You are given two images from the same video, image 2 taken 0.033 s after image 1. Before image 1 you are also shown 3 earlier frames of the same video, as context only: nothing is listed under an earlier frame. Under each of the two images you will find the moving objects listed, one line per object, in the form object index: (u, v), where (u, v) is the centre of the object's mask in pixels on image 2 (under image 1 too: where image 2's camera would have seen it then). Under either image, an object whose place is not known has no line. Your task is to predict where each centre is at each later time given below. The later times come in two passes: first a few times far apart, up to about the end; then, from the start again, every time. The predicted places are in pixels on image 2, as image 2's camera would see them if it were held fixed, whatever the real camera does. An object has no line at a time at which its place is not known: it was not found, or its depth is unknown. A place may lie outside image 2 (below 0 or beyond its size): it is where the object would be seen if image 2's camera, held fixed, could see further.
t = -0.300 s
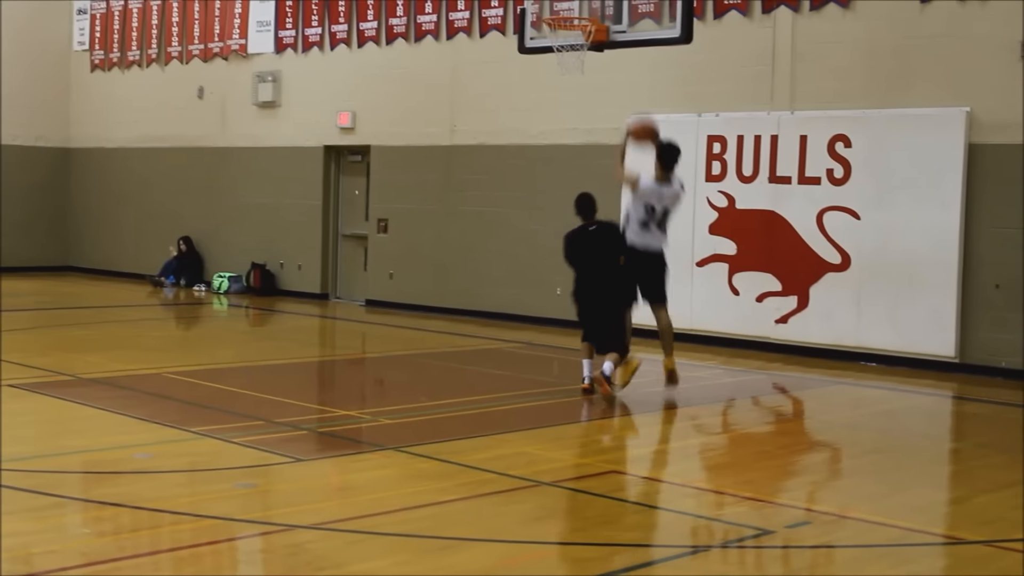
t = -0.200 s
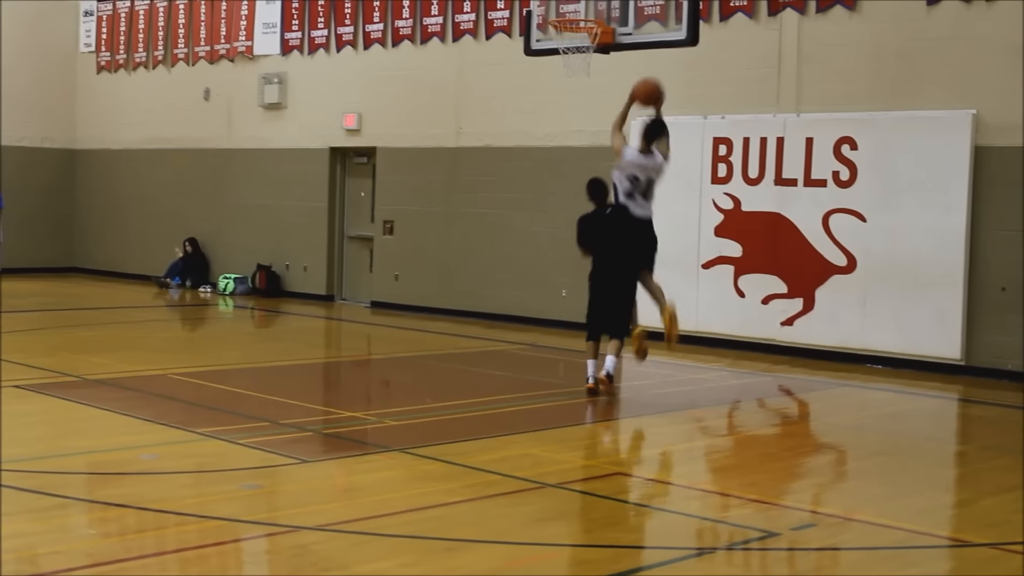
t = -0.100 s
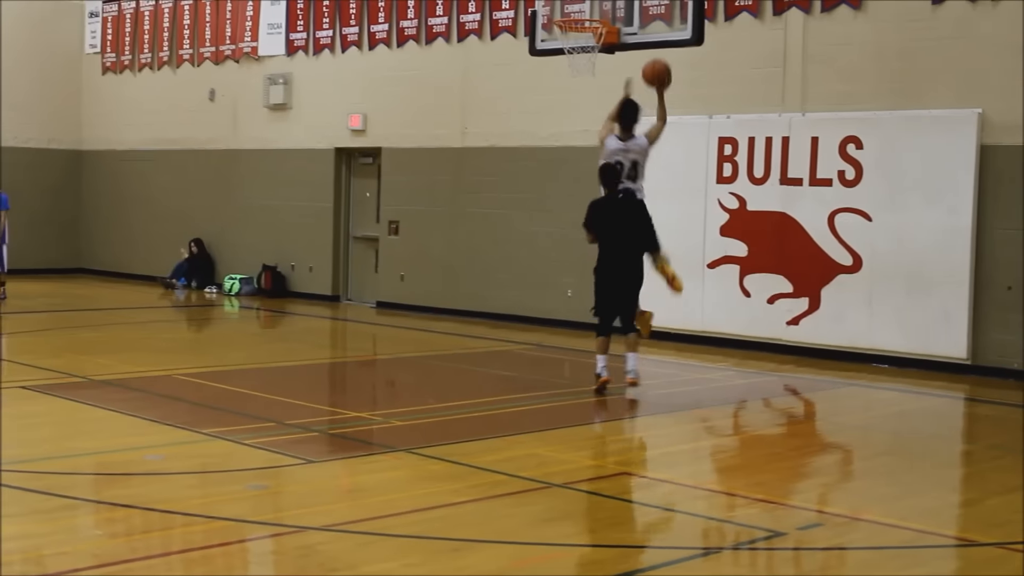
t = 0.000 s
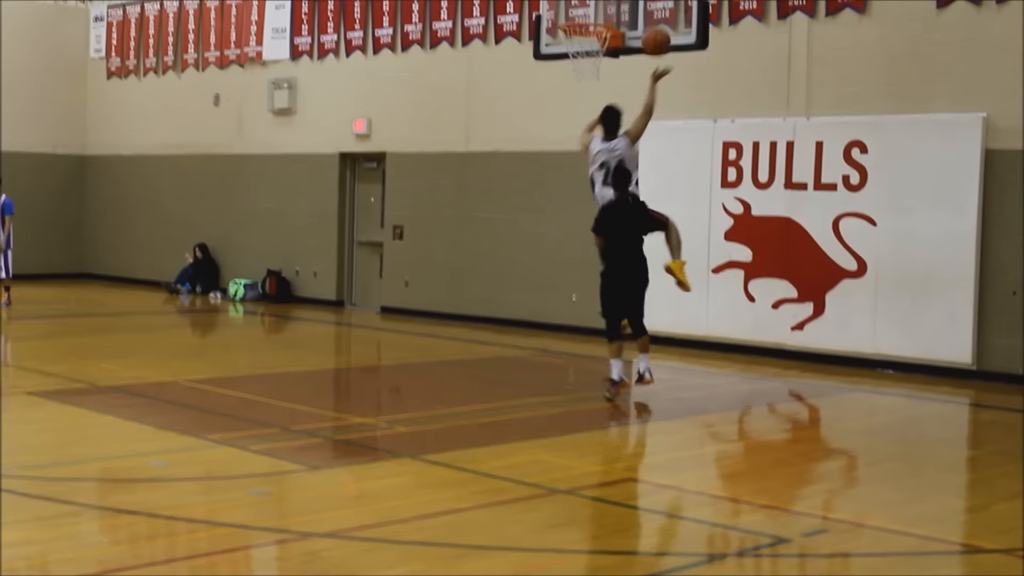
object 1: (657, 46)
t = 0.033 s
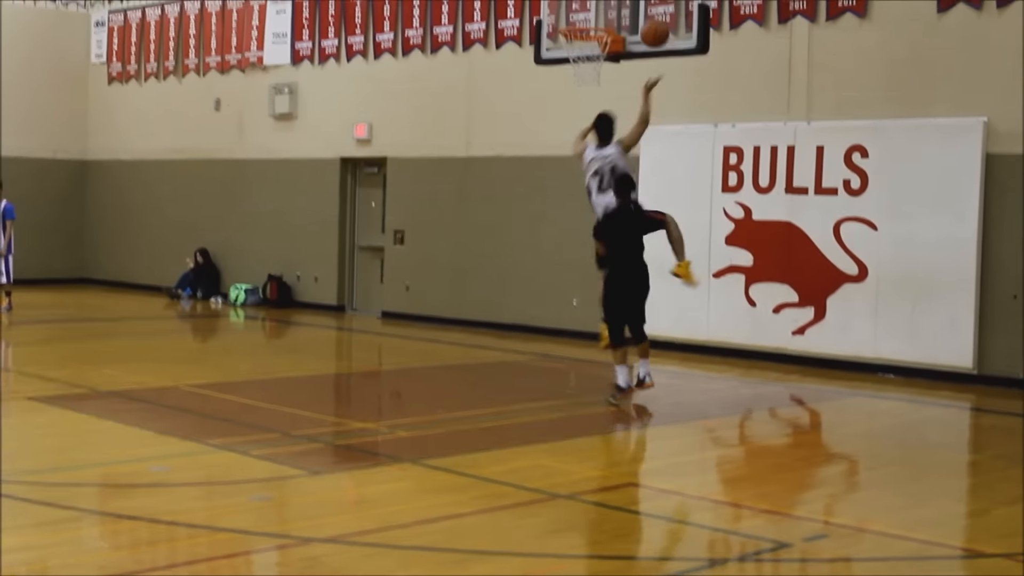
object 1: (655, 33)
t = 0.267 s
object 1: (640, -10)
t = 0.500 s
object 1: (604, 7)
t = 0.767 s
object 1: (570, 87)
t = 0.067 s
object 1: (653, 23)
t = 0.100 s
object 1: (651, 14)
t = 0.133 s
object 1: (649, 6)
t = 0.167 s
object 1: (647, -1)
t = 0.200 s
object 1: (645, -6)
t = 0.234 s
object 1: (643, -9)
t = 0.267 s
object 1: (640, -10)
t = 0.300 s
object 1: (638, -9)
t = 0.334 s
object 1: (631, -9)
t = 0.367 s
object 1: (626, -8)
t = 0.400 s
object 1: (620, -6)
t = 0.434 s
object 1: (615, -3)
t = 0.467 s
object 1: (610, 1)
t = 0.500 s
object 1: (604, 7)
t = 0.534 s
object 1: (599, 15)
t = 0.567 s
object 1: (593, 21)
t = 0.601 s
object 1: (585, 36)
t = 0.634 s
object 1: (581, 47)
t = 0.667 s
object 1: (577, 59)
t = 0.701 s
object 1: (574, 68)
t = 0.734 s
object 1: (572, 78)
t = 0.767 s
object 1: (570, 87)
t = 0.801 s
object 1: (568, 98)
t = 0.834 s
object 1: (566, 111)
